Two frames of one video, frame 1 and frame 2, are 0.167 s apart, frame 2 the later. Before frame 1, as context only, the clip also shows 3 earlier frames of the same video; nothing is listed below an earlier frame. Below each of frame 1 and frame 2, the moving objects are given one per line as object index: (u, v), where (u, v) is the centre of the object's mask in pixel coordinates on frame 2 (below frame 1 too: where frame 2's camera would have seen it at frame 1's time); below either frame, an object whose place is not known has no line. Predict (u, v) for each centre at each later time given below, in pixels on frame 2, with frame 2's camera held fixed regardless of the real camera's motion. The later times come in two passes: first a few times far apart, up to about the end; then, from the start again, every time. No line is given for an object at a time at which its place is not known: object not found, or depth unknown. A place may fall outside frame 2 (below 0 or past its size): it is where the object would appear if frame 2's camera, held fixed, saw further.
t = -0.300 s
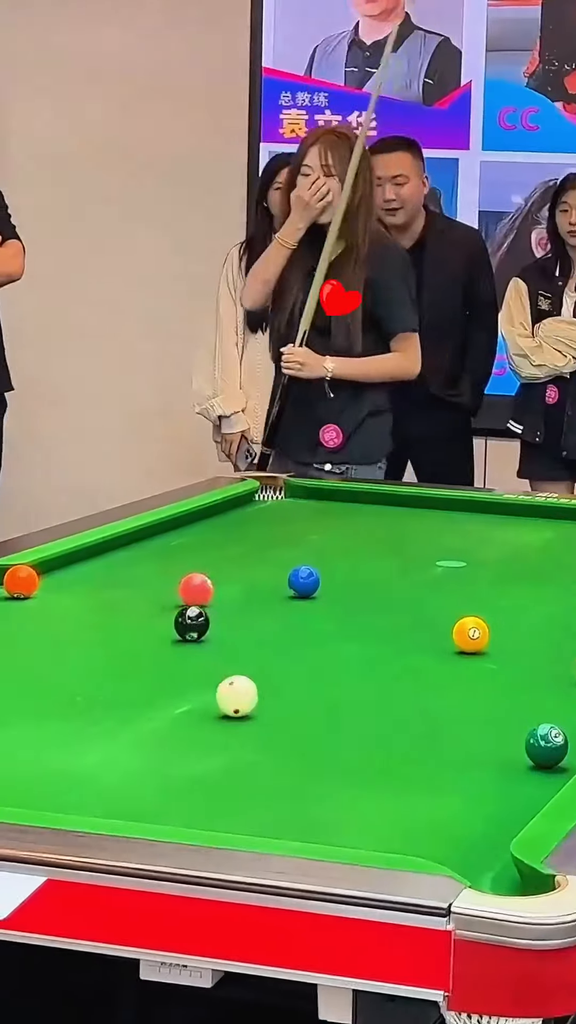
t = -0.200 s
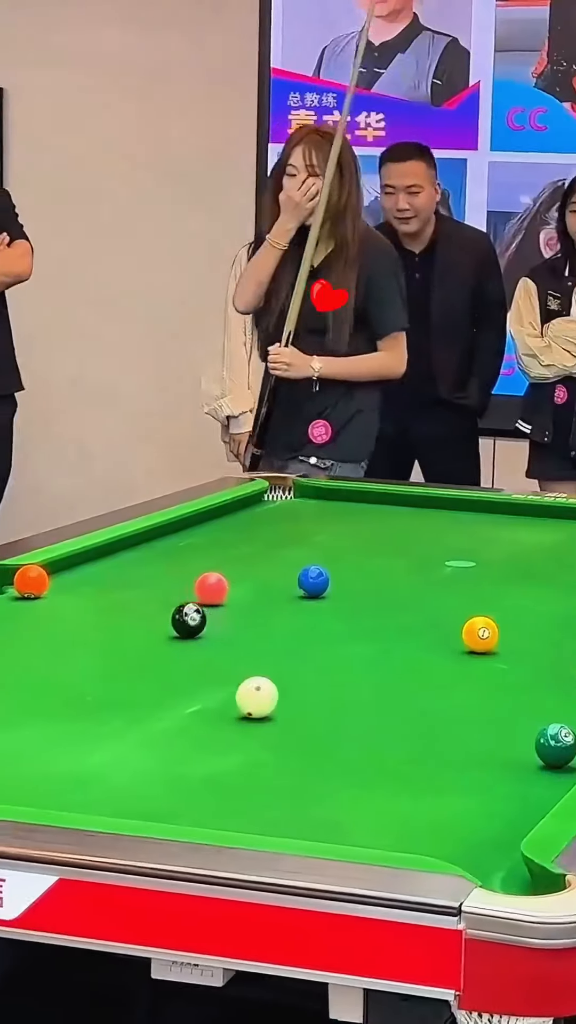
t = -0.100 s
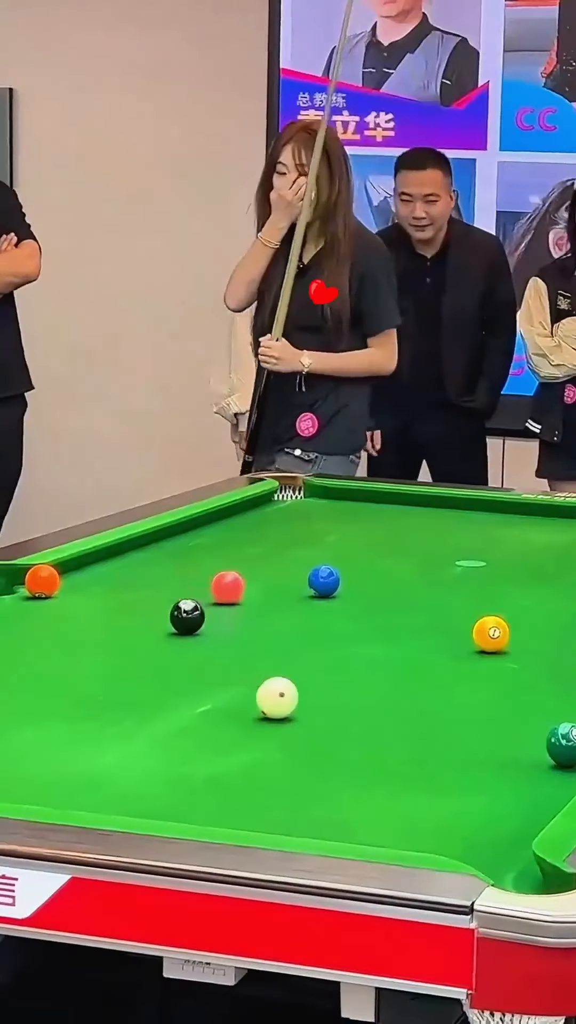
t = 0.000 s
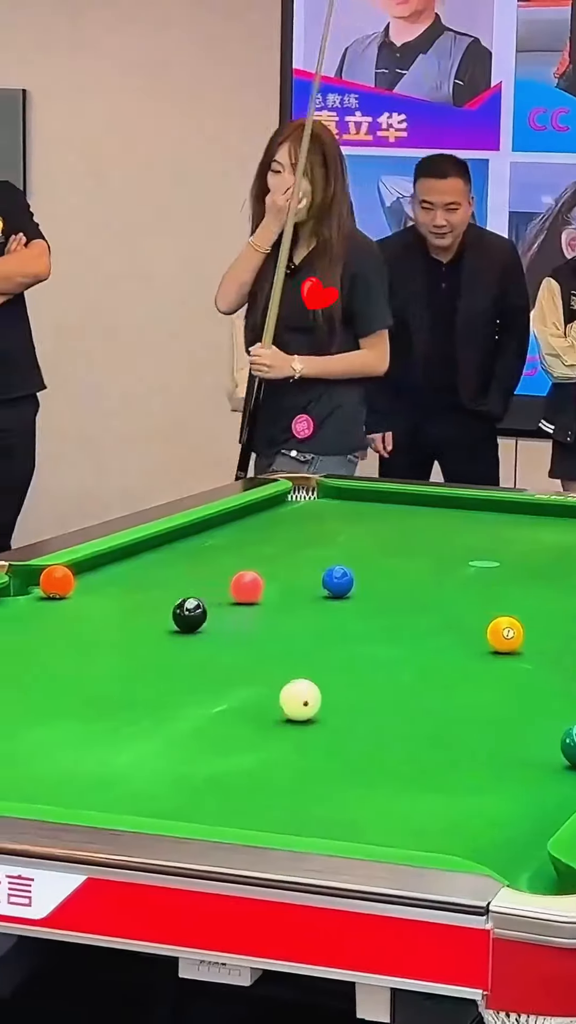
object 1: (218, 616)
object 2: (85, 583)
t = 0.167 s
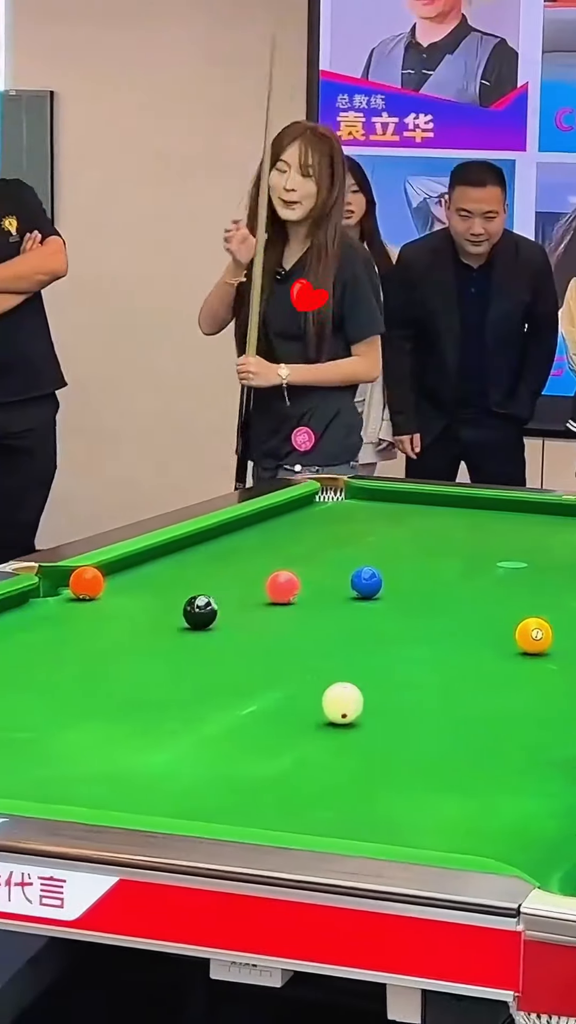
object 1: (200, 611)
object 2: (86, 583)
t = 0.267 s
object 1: (189, 609)
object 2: (86, 583)
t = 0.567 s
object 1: (160, 602)
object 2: (86, 581)
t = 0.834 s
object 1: (137, 596)
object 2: (86, 580)
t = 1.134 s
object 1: (115, 591)
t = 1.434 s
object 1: (97, 587)
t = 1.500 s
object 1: (93, 587)
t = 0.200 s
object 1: (196, 611)
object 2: (86, 583)
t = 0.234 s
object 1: (193, 610)
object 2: (86, 583)
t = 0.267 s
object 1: (189, 609)
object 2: (86, 583)
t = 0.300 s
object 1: (186, 608)
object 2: (86, 582)
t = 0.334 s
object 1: (182, 607)
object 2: (86, 582)
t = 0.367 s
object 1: (179, 606)
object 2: (86, 582)
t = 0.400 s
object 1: (176, 606)
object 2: (86, 582)
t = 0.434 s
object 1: (172, 605)
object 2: (86, 582)
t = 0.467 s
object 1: (169, 604)
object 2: (86, 582)
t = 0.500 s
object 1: (166, 603)
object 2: (86, 581)
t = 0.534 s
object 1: (163, 603)
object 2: (86, 581)
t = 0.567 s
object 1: (160, 602)
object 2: (86, 581)
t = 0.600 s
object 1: (157, 601)
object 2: (86, 581)
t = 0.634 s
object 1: (154, 600)
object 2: (86, 581)
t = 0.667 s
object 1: (150, 599)
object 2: (86, 581)
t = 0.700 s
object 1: (148, 599)
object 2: (86, 580)
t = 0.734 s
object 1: (145, 598)
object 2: (86, 580)
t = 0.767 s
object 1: (142, 597)
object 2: (87, 580)
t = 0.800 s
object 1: (139, 597)
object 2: (86, 580)
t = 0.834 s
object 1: (137, 596)
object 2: (86, 580)
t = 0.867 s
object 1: (134, 596)
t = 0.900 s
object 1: (132, 595)
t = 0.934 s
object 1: (129, 594)
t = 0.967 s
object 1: (127, 594)
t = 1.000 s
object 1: (125, 593)
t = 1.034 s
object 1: (122, 592)
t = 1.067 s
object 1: (120, 592)
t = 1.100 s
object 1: (118, 591)
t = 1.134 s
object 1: (115, 591)
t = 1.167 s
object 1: (113, 590)
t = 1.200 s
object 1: (111, 589)
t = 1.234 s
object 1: (109, 589)
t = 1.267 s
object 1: (107, 589)
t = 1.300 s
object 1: (105, 589)
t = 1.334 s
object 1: (103, 588)
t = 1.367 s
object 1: (101, 588)
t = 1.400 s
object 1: (99, 588)
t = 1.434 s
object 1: (97, 587)
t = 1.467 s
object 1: (95, 587)
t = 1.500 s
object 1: (93, 587)
